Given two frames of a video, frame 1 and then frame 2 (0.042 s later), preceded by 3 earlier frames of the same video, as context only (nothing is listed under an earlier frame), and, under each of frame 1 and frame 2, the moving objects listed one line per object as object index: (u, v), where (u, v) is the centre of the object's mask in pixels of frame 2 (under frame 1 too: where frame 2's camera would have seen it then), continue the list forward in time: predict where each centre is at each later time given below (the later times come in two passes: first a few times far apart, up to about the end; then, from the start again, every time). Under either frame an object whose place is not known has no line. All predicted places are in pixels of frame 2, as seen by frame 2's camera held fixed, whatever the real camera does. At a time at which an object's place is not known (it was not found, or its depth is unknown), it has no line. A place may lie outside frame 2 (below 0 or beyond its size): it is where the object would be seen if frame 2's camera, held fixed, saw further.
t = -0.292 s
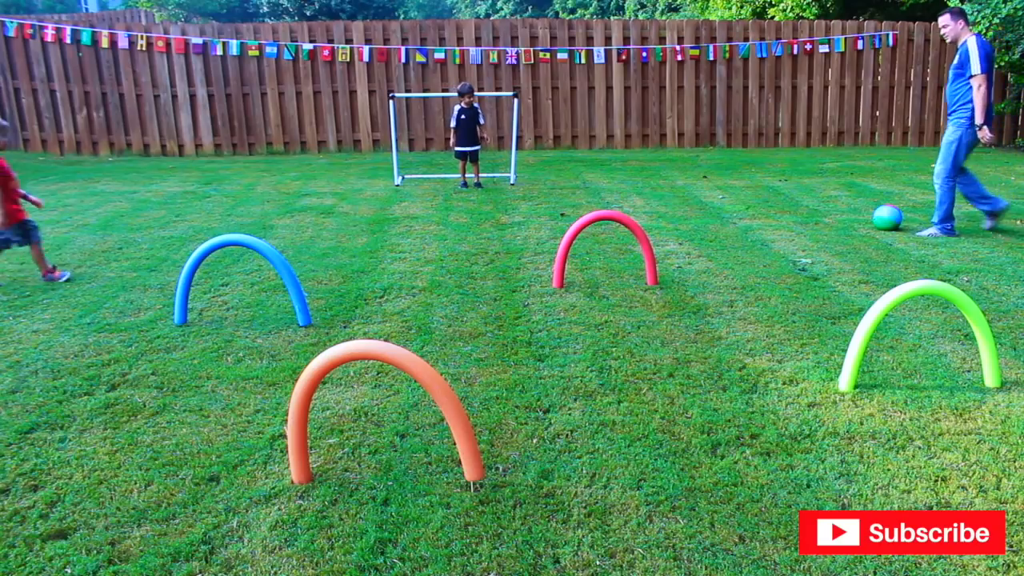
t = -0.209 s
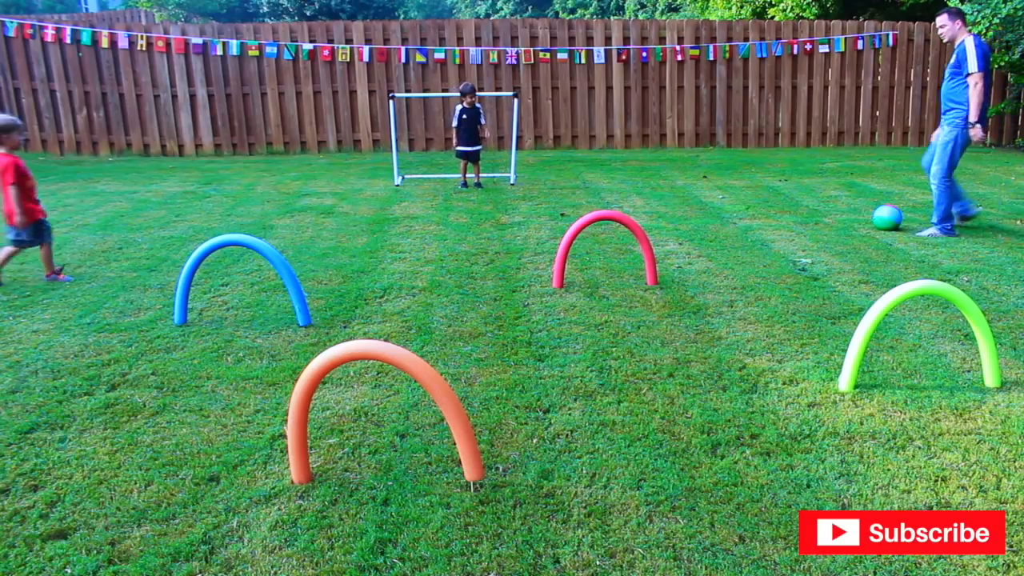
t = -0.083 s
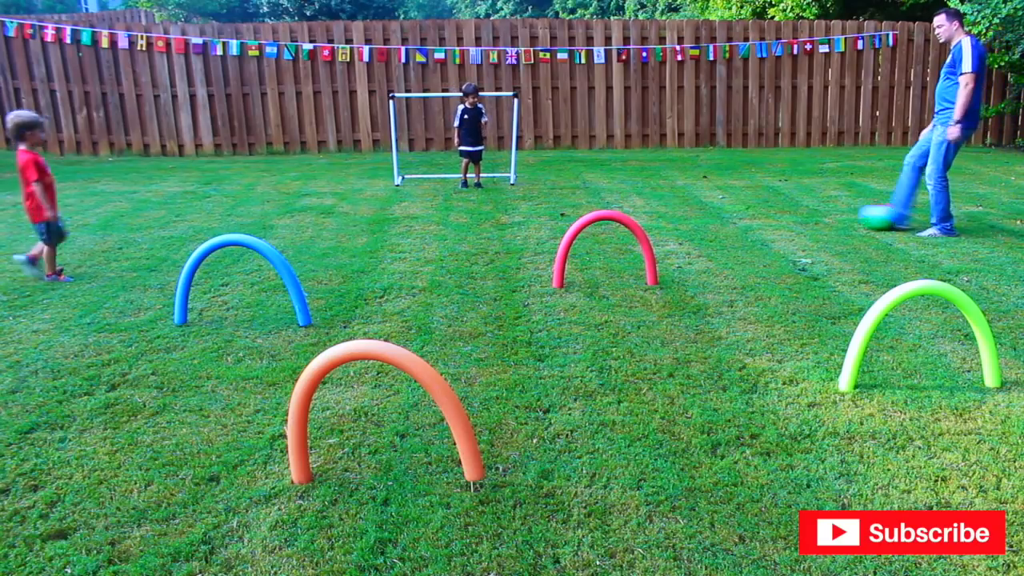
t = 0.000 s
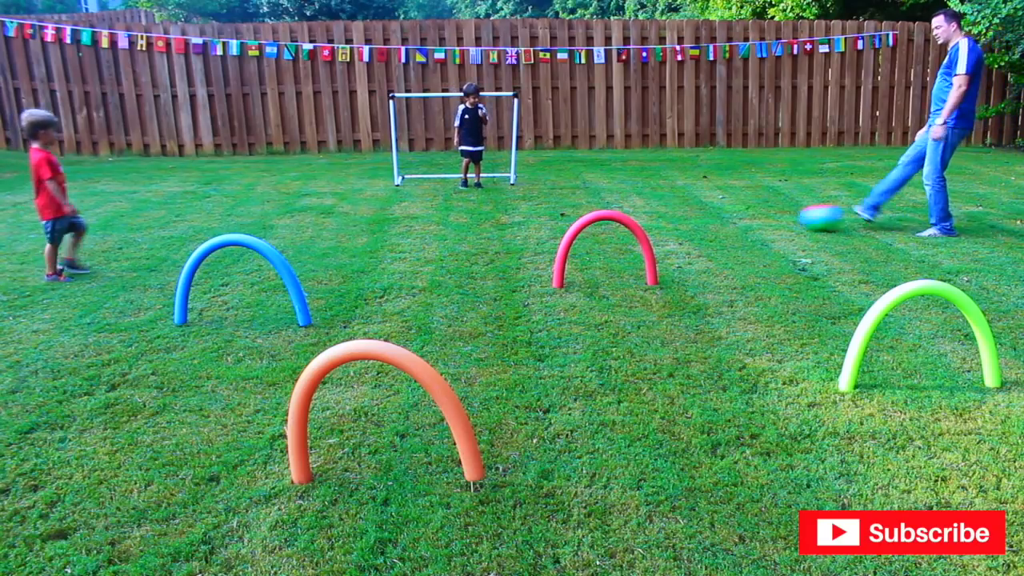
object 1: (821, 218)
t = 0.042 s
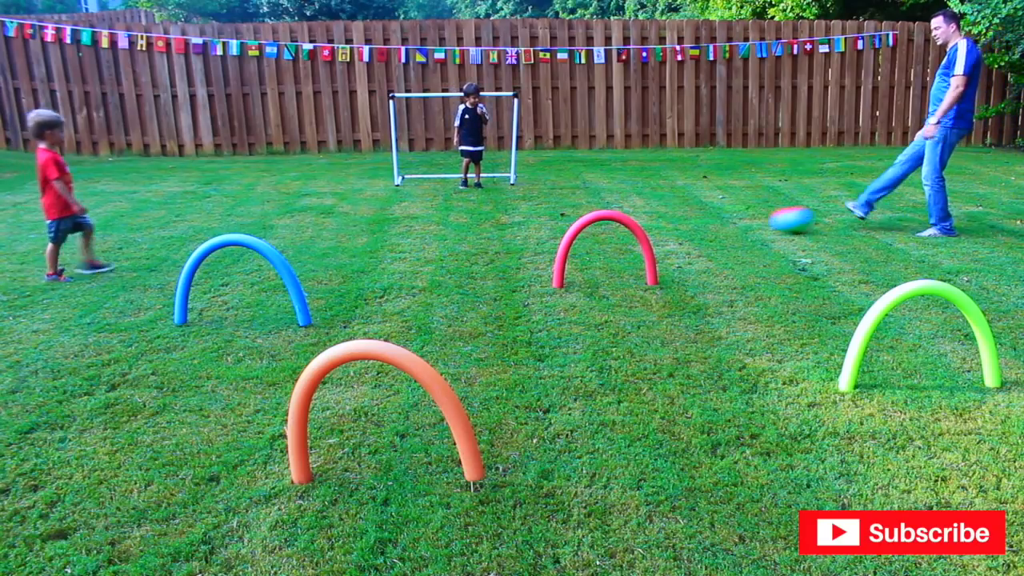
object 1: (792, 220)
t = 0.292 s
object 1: (649, 221)
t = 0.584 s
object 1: (525, 224)
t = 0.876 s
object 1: (430, 224)
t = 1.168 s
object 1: (351, 225)
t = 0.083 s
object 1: (762, 223)
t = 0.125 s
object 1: (735, 223)
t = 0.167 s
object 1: (712, 222)
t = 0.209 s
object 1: (690, 222)
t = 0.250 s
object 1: (667, 223)
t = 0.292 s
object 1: (649, 221)
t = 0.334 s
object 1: (620, 227)
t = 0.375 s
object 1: (603, 230)
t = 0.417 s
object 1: (588, 227)
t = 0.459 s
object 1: (566, 220)
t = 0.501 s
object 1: (555, 222)
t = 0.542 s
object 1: (541, 221)
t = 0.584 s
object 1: (525, 224)
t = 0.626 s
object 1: (510, 226)
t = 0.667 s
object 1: (496, 226)
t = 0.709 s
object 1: (482, 224)
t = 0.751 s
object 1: (468, 224)
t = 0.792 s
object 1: (455, 224)
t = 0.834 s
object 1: (443, 224)
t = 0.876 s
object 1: (430, 224)
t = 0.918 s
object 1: (417, 224)
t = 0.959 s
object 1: (405, 225)
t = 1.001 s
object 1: (394, 225)
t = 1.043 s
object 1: (383, 224)
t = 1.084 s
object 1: (372, 224)
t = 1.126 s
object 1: (363, 224)
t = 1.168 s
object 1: (351, 225)
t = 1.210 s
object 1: (342, 226)
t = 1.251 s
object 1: (332, 225)
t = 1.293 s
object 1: (323, 225)
